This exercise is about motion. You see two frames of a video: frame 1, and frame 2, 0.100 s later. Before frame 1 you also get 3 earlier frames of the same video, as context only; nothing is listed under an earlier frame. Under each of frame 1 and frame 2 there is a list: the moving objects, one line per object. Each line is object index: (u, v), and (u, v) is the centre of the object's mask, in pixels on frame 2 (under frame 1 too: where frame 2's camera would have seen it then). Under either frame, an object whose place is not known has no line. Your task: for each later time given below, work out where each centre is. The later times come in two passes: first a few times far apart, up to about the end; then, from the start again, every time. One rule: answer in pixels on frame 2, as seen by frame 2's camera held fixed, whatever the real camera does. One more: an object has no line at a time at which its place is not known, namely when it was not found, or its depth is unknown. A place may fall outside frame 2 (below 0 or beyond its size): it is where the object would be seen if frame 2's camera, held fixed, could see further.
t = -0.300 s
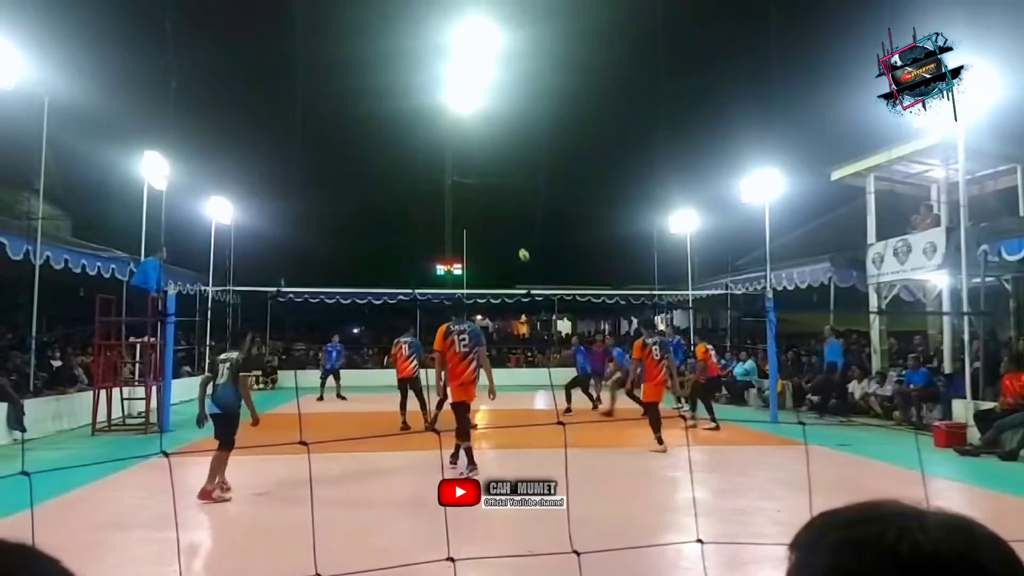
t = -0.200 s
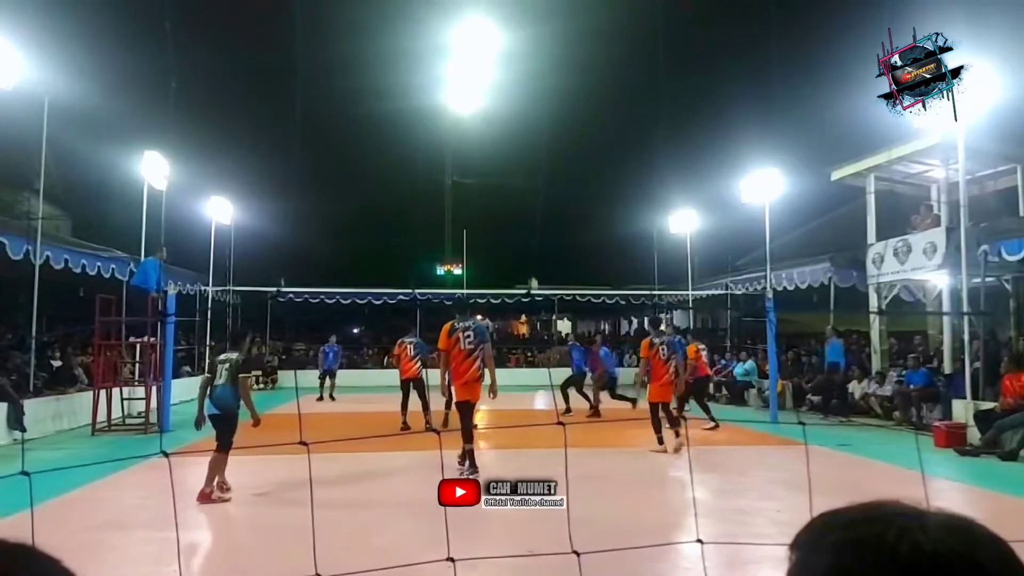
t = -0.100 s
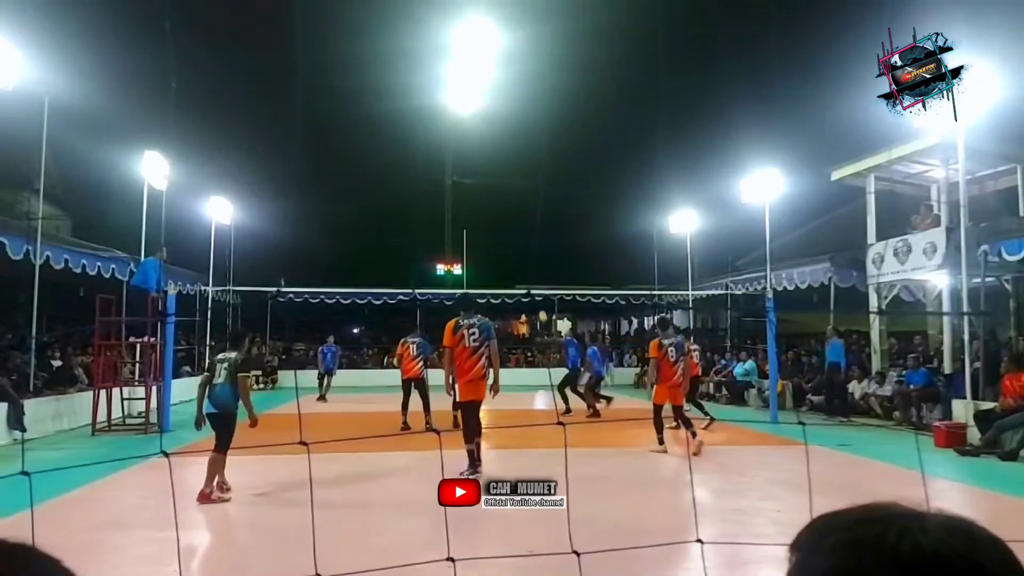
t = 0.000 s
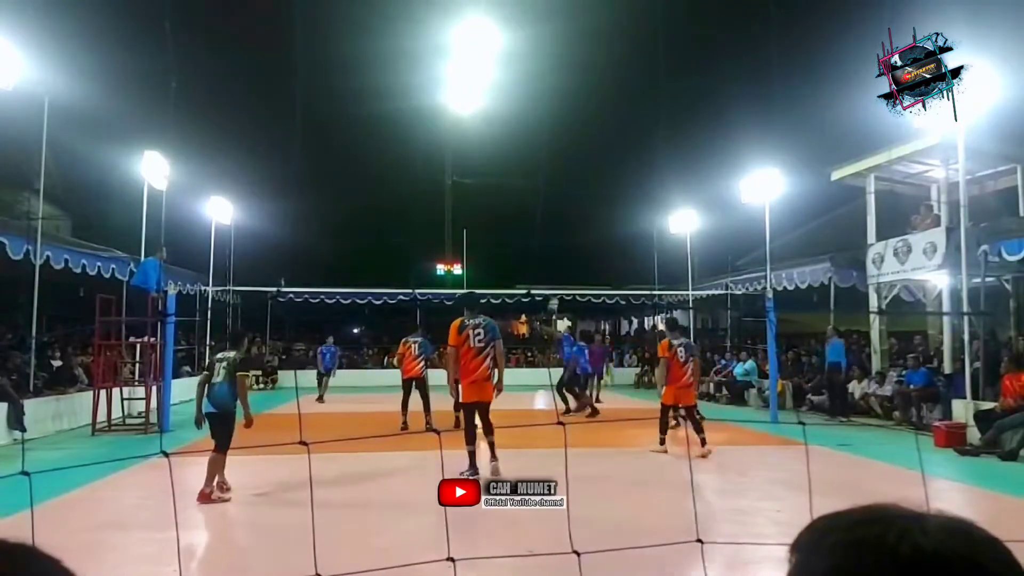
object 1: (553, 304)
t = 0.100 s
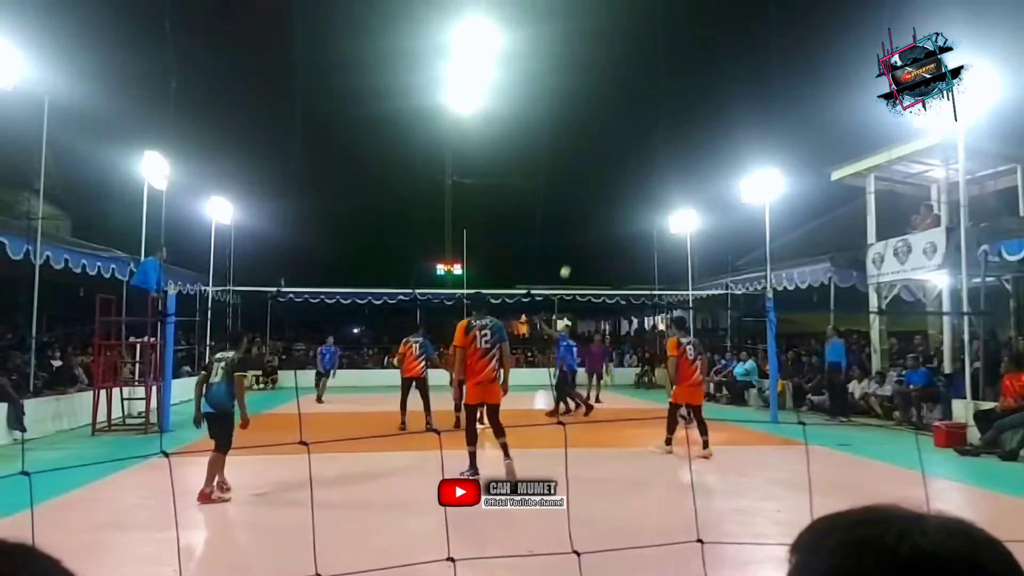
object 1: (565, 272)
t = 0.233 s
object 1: (581, 235)
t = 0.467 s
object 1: (609, 193)
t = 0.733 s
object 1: (641, 176)
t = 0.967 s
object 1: (668, 187)
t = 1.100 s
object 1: (684, 203)
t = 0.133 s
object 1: (569, 262)
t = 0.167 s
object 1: (573, 253)
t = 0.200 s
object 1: (577, 243)
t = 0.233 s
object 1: (581, 235)
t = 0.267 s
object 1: (585, 228)
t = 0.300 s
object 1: (589, 221)
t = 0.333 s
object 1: (593, 214)
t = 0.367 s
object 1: (597, 208)
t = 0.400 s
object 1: (601, 203)
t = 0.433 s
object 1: (605, 197)
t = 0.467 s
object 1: (609, 193)
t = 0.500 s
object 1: (613, 189)
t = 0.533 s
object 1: (617, 185)
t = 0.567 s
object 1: (621, 182)
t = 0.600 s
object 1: (625, 180)
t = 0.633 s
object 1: (629, 178)
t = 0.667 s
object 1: (633, 177)
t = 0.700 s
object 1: (637, 176)
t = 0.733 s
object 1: (641, 176)
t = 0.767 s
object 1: (645, 175)
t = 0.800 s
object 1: (649, 176)
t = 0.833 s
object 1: (652, 177)
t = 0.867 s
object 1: (657, 179)
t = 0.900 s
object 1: (661, 182)
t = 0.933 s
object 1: (664, 184)
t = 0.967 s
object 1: (668, 187)
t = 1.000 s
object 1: (672, 191)
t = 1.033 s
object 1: (676, 195)
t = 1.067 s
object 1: (680, 200)
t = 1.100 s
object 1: (684, 203)
